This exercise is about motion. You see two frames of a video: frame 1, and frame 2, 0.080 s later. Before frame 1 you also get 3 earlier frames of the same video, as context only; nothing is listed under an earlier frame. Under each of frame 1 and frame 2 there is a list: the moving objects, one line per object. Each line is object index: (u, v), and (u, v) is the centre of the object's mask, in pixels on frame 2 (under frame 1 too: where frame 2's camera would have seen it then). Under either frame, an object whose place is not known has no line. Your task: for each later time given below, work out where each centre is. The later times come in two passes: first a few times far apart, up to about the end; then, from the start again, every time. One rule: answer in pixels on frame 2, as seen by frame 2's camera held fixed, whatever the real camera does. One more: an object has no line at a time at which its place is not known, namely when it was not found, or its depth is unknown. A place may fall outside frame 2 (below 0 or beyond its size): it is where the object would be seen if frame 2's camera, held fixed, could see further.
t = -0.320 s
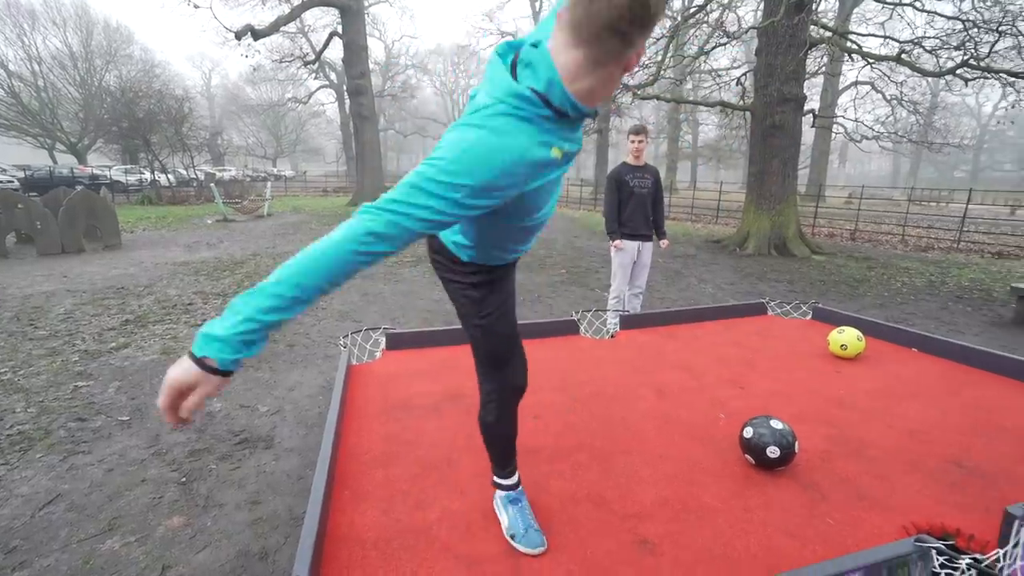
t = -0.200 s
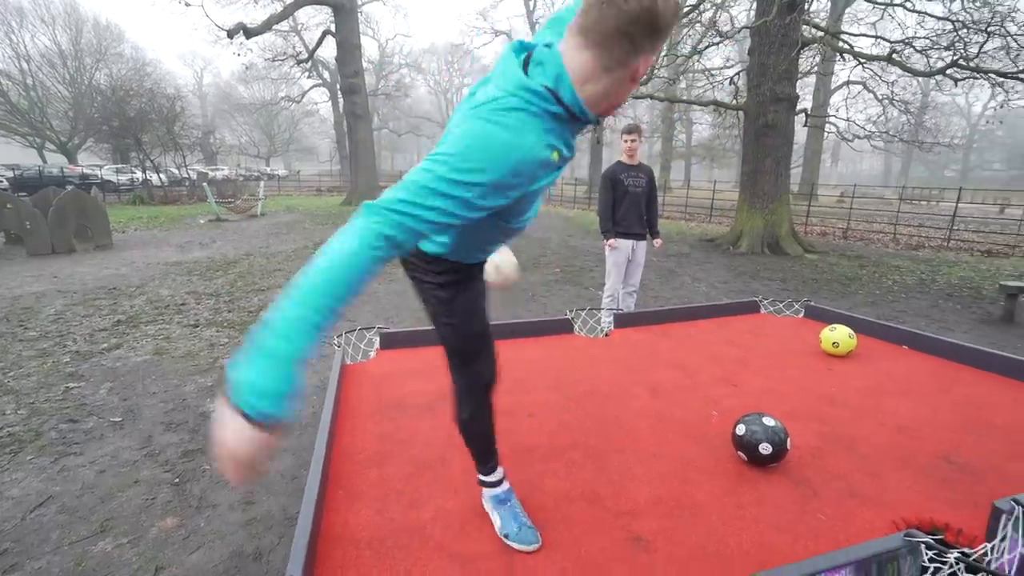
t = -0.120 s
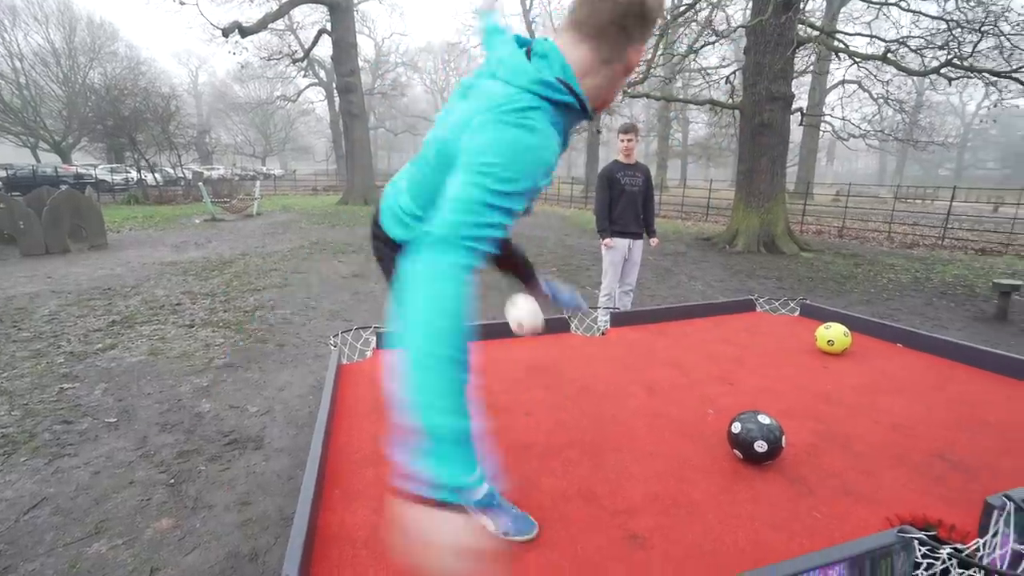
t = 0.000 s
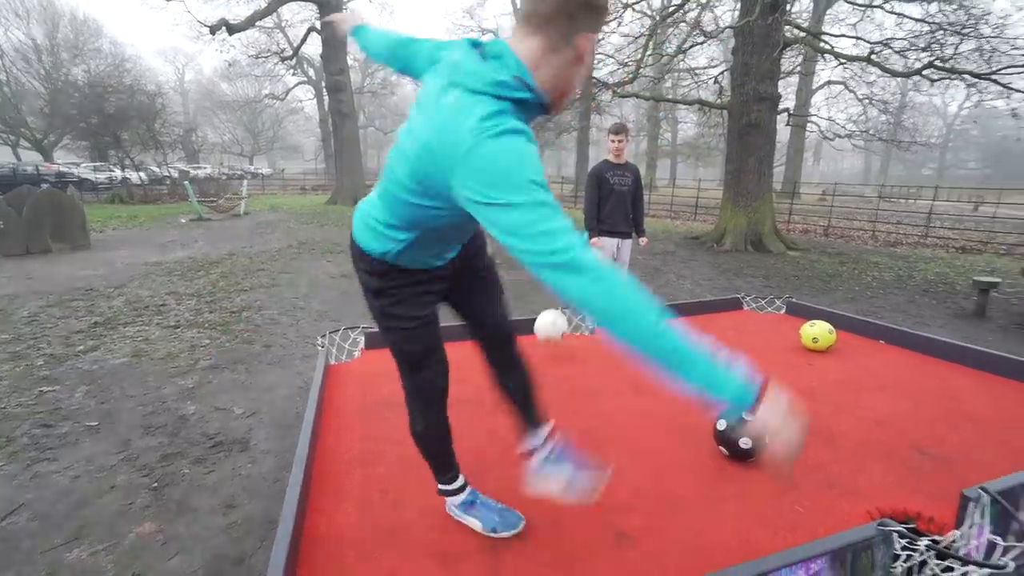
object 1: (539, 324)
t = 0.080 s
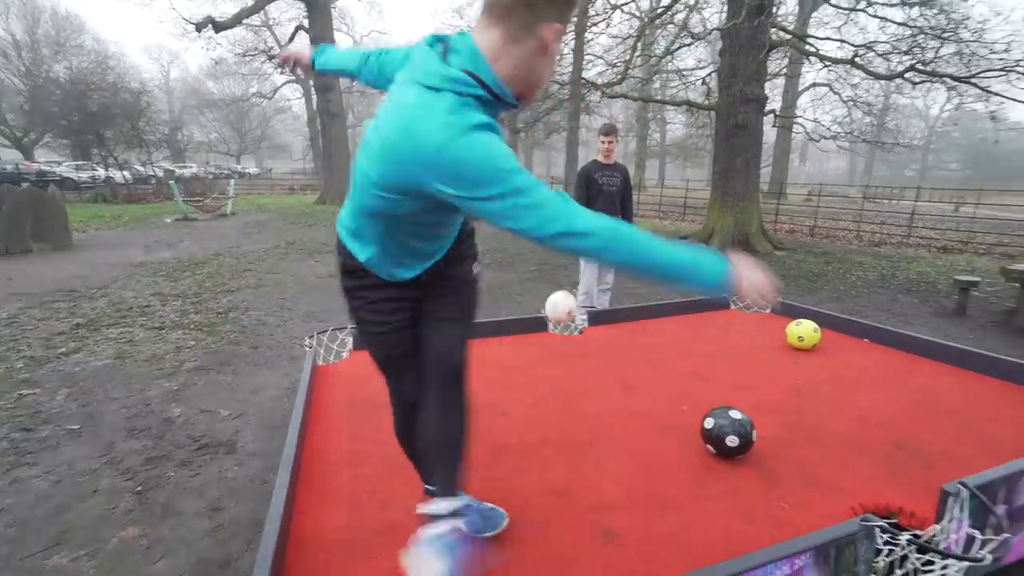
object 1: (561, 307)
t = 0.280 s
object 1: (607, 298)
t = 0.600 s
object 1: (668, 308)
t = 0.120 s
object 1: (570, 300)
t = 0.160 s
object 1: (580, 295)
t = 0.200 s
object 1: (589, 295)
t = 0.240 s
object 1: (599, 295)
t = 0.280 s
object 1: (607, 298)
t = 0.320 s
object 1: (616, 304)
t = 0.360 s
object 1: (623, 310)
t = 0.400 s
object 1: (631, 319)
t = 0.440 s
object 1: (639, 314)
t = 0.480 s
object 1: (646, 309)
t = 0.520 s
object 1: (653, 307)
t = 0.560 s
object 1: (660, 307)
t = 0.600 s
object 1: (668, 308)
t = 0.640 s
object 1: (675, 309)
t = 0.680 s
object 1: (684, 308)
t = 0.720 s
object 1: (692, 308)
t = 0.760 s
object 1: (700, 307)
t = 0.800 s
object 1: (707, 306)
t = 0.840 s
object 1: (714, 305)
